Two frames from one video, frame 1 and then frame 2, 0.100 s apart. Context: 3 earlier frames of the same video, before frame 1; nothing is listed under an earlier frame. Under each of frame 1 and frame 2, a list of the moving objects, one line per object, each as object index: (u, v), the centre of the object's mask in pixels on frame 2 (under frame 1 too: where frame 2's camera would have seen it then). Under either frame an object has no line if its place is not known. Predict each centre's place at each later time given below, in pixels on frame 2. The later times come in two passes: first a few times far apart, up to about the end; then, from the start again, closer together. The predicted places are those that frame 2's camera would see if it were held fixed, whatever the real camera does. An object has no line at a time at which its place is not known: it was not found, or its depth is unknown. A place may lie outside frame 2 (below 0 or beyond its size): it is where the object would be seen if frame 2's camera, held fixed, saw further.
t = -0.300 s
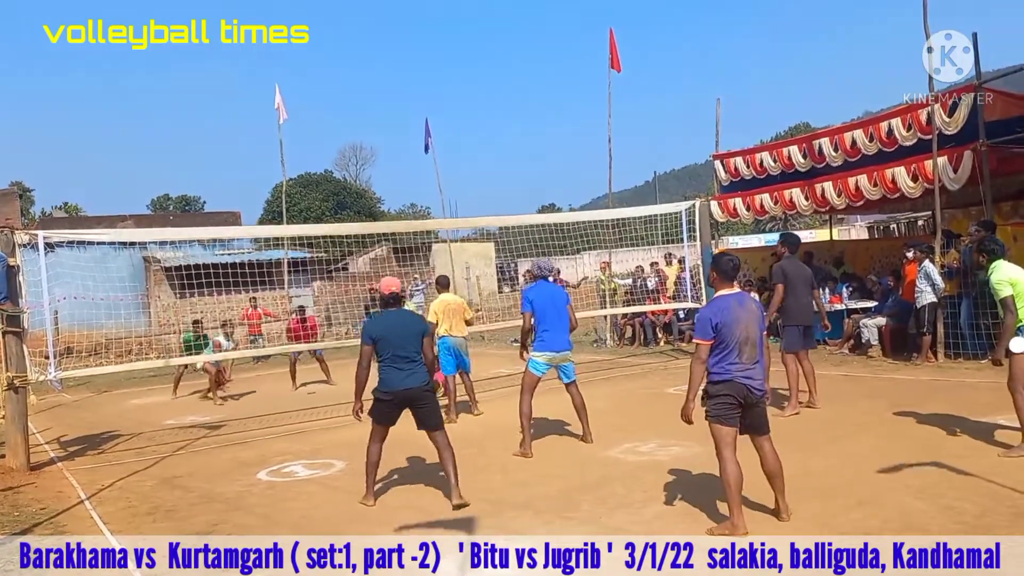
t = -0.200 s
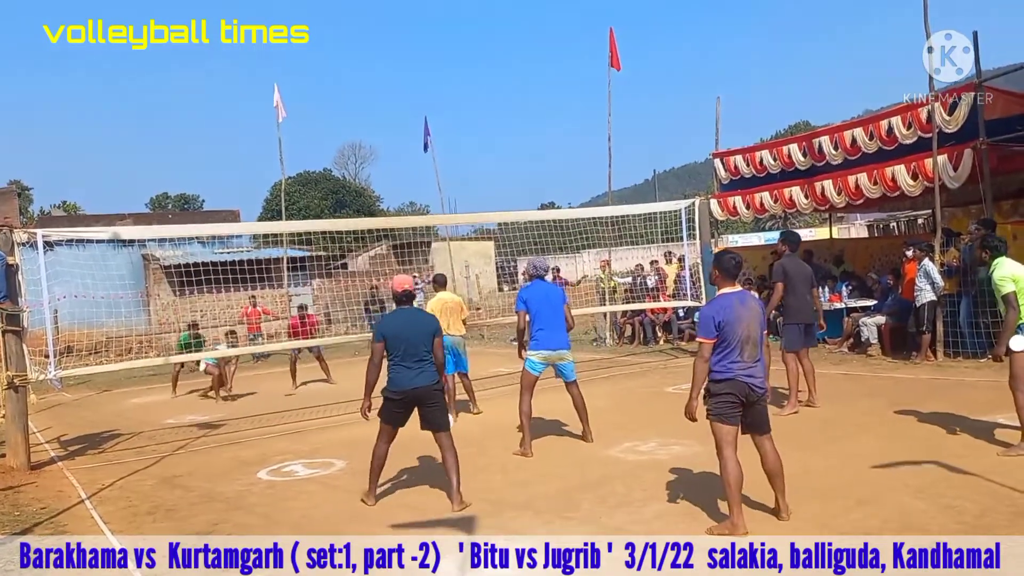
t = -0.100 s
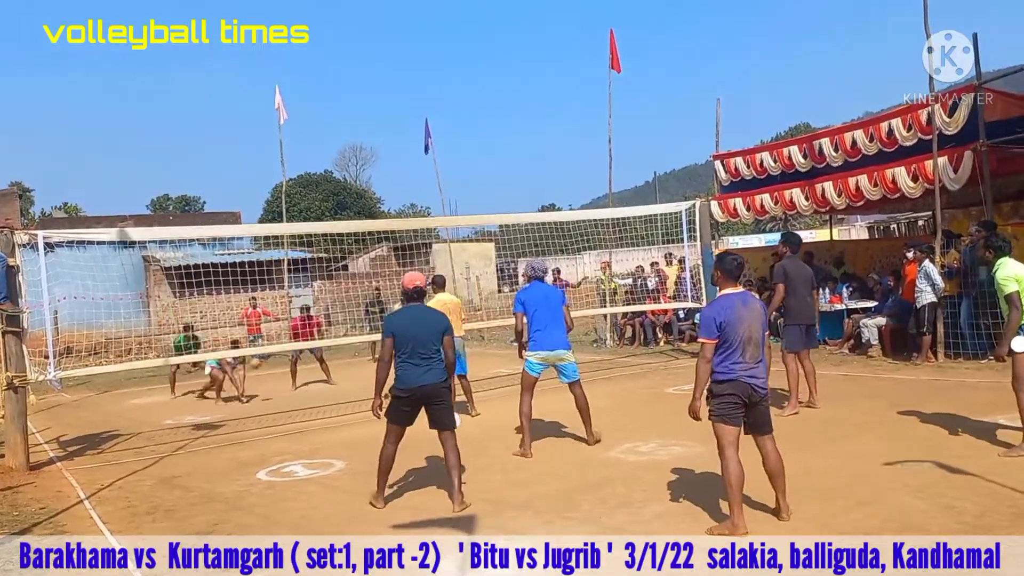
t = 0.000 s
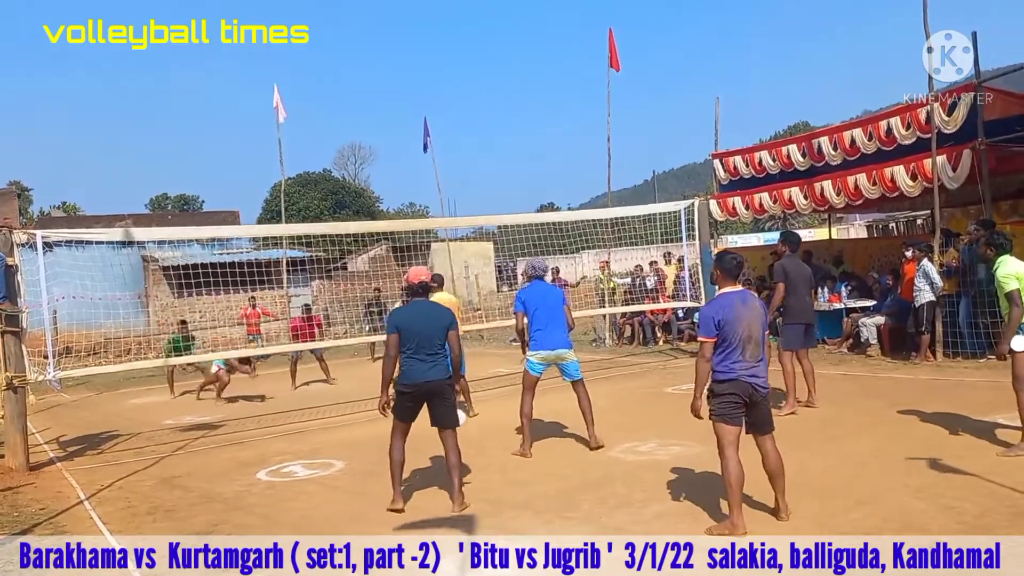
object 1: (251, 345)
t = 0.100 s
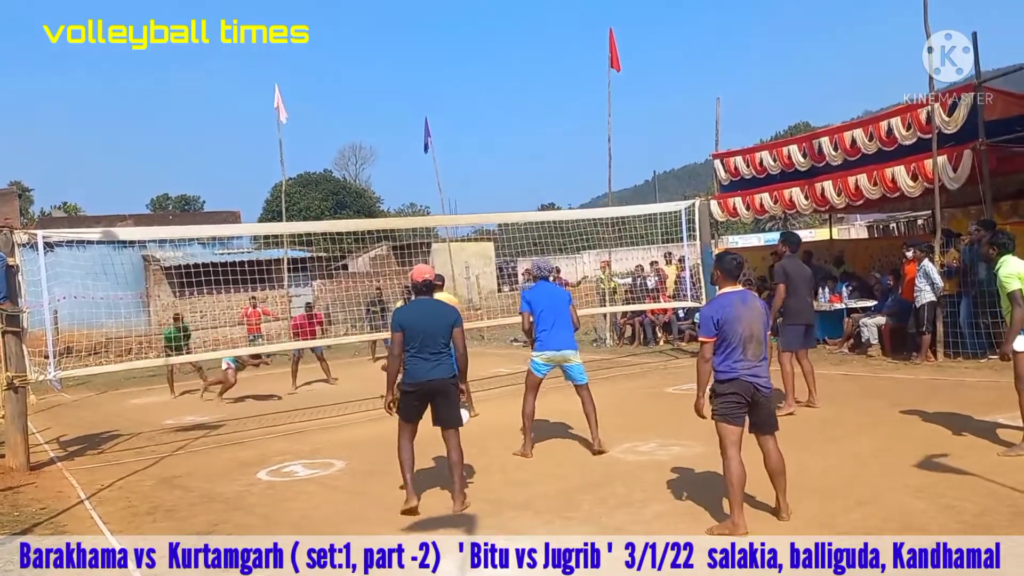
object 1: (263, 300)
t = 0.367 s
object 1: (289, 181)
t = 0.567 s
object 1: (311, 116)
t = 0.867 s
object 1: (355, 64)
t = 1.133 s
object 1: (408, 75)
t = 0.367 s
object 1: (289, 181)
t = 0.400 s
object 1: (291, 168)
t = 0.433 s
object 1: (295, 157)
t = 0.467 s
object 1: (299, 146)
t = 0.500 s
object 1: (303, 135)
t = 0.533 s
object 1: (307, 126)
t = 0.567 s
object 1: (311, 116)
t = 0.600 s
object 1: (315, 107)
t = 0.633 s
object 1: (319, 99)
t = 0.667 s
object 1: (324, 92)
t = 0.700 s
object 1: (329, 85)
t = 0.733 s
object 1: (334, 79)
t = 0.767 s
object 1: (339, 74)
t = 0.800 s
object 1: (346, 69)
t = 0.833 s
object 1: (350, 66)
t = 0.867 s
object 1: (355, 64)
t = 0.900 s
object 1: (361, 62)
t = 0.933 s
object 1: (367, 61)
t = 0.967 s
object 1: (373, 60)
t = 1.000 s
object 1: (380, 62)
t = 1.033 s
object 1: (386, 64)
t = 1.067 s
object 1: (393, 67)
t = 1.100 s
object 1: (400, 71)
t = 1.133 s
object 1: (408, 75)
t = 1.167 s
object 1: (415, 82)
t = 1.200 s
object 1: (423, 90)
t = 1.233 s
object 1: (431, 99)
